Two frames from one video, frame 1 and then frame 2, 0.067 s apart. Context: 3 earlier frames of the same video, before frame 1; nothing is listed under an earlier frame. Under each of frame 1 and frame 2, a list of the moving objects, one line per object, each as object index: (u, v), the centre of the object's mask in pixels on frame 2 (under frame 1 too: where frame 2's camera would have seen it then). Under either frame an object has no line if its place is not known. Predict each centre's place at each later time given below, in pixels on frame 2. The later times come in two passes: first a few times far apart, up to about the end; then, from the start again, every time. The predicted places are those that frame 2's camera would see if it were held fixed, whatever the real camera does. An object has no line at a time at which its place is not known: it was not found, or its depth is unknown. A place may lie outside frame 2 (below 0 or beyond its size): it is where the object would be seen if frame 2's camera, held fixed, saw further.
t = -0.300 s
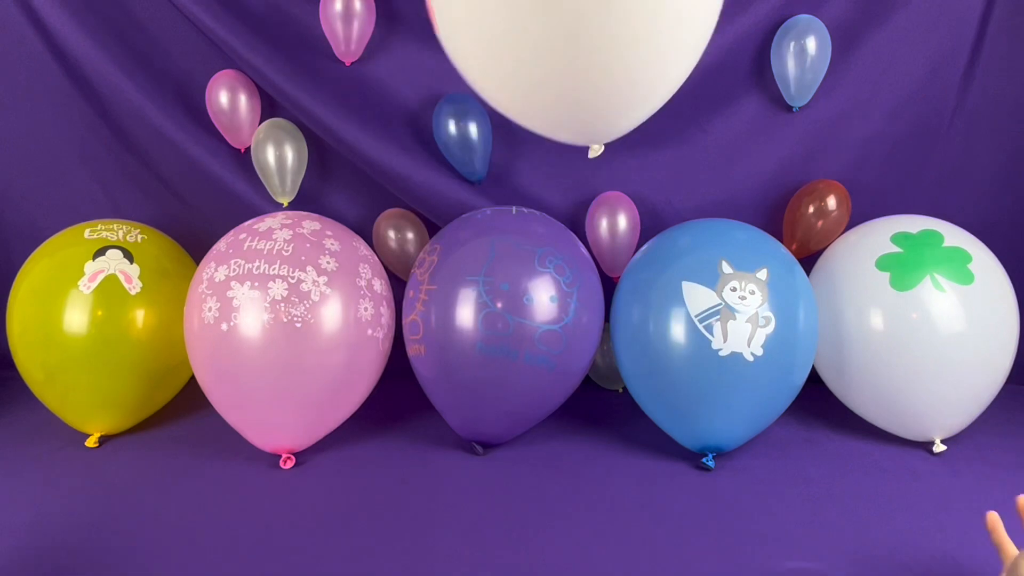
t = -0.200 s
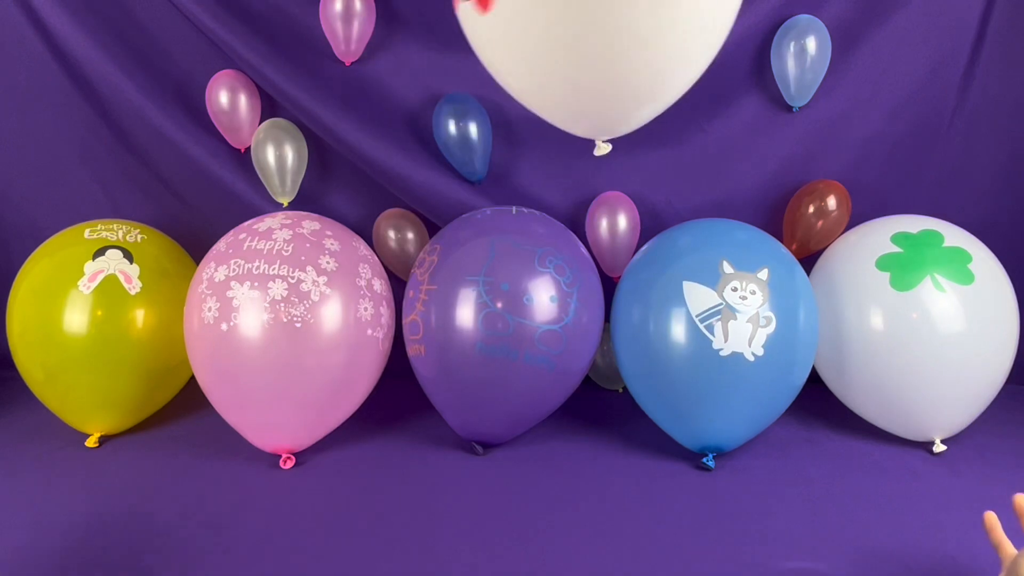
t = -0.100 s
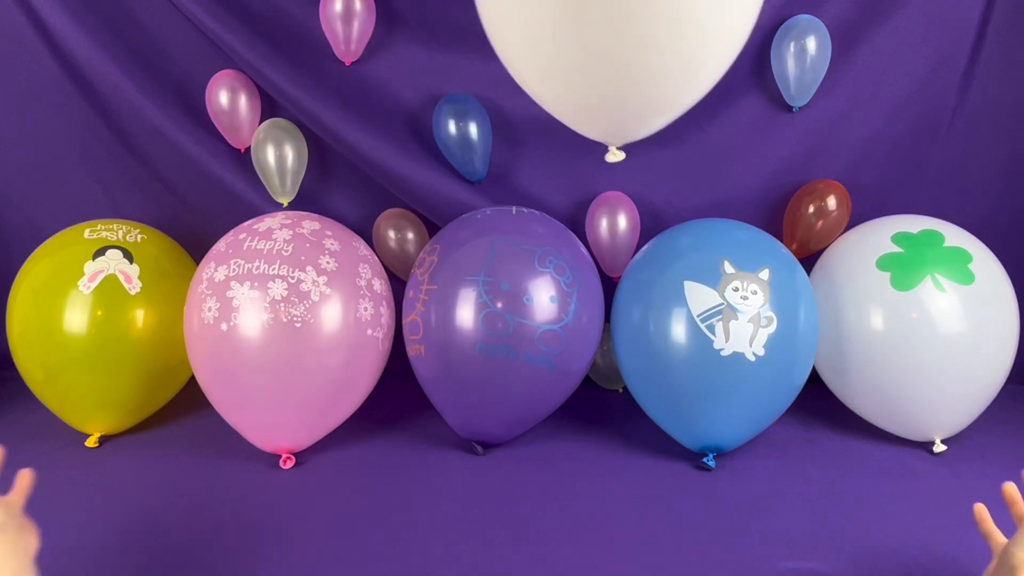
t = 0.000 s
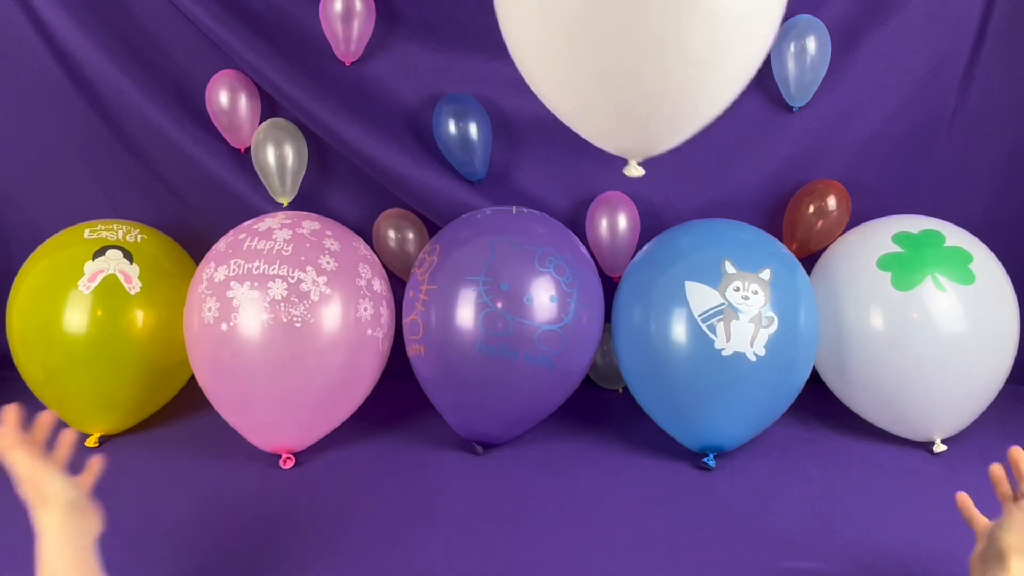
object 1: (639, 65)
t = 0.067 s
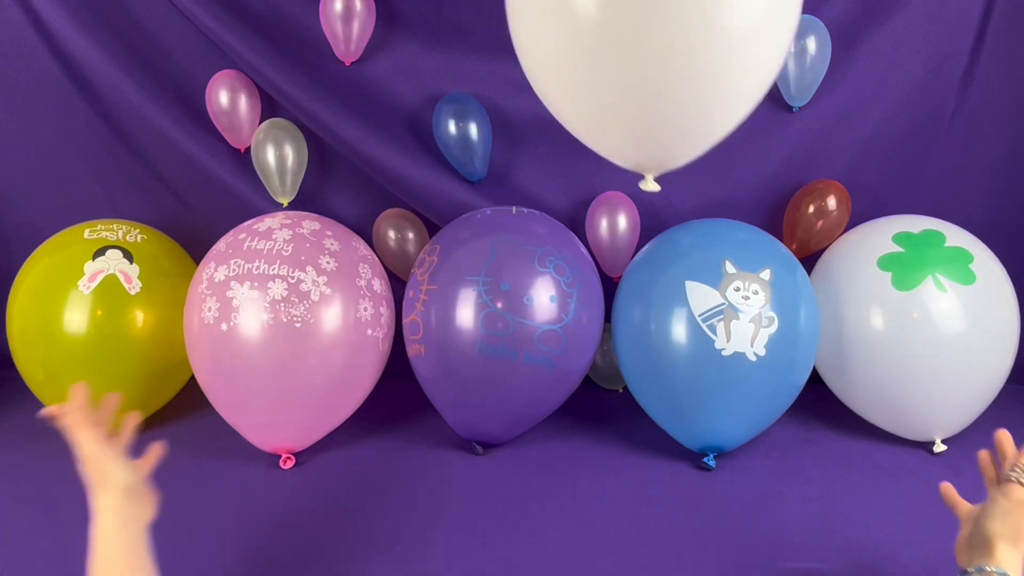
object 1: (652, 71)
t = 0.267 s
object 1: (689, 108)
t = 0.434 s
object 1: (717, 178)
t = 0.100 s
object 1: (658, 76)
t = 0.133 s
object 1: (665, 81)
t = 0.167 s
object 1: (671, 86)
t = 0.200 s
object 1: (678, 92)
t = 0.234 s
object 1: (683, 99)
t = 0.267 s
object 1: (689, 108)
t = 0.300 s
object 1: (695, 117)
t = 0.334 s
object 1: (701, 127)
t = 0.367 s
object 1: (706, 139)
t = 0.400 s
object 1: (711, 155)
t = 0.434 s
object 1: (717, 178)
